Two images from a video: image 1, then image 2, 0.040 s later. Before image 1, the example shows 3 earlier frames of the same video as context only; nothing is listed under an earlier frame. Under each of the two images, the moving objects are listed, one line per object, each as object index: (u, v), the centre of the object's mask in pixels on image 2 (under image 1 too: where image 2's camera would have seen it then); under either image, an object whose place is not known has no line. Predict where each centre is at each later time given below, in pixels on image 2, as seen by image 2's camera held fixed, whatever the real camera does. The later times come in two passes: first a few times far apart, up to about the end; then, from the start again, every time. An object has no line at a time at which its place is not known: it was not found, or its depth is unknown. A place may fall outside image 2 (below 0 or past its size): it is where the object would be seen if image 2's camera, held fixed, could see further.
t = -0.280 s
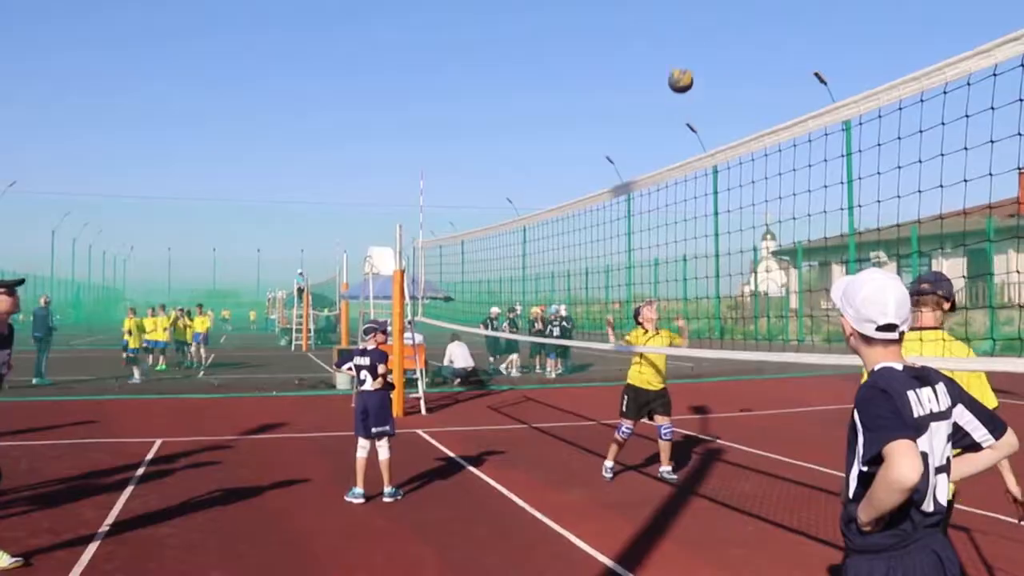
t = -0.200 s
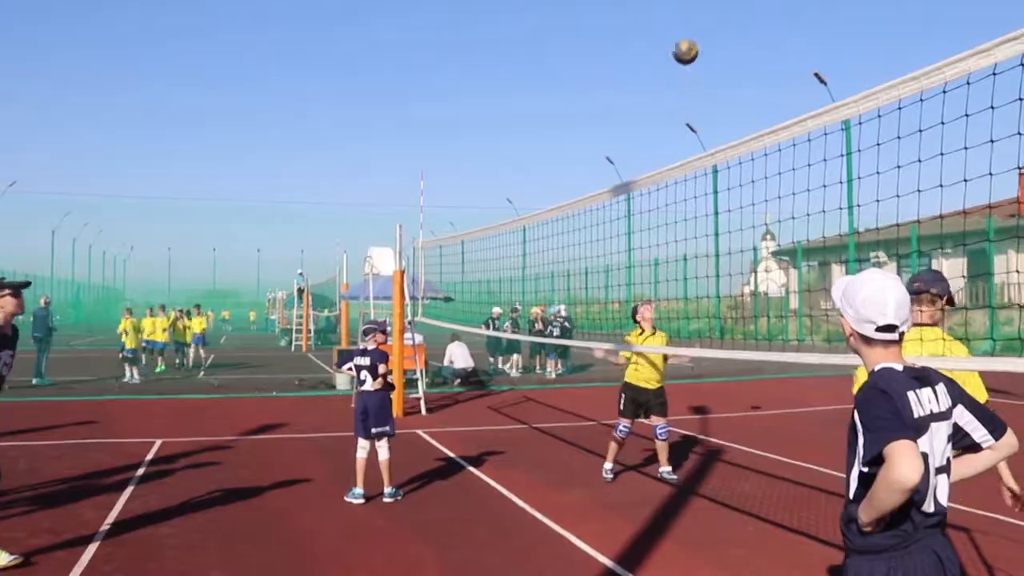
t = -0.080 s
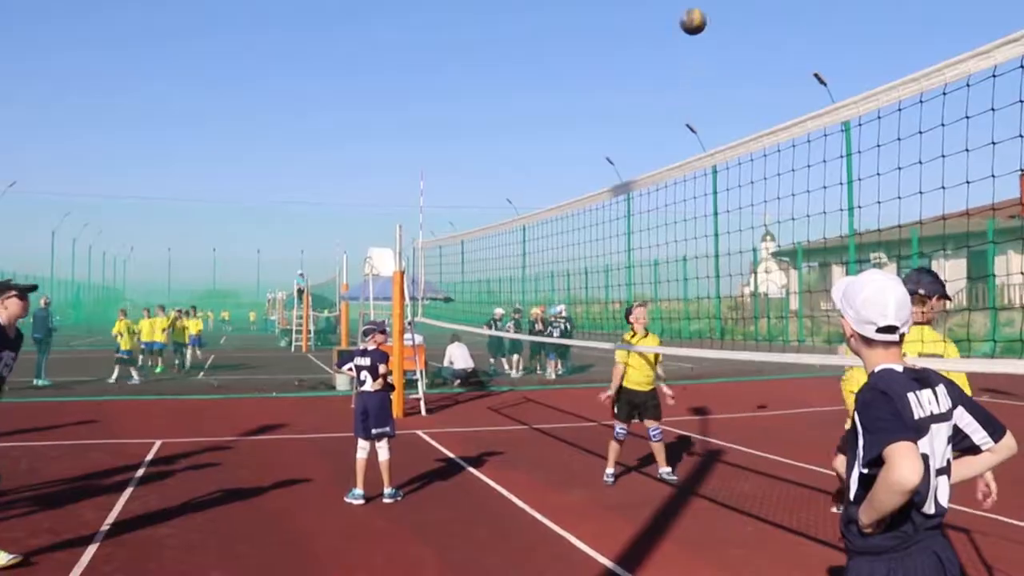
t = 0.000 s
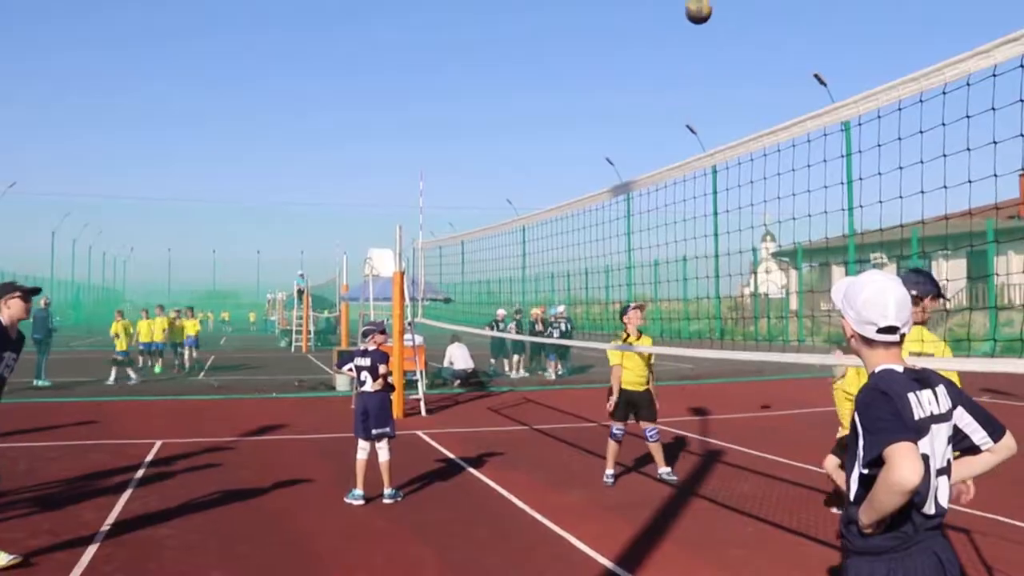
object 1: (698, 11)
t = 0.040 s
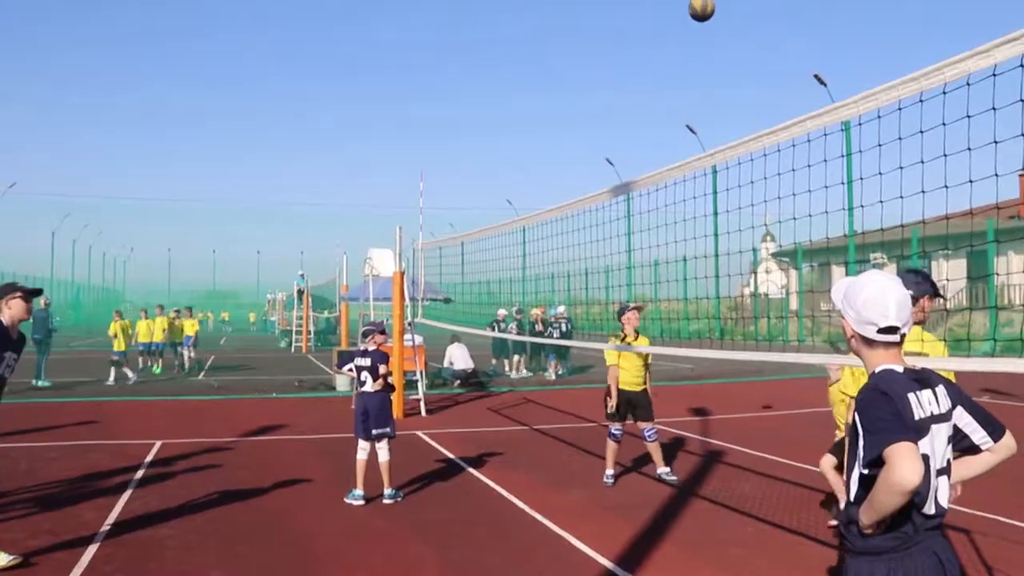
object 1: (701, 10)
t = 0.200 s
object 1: (713, 16)
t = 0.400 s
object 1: (732, 75)
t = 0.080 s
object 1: (704, 9)
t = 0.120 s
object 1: (707, 10)
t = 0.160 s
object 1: (711, 11)
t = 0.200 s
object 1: (713, 16)
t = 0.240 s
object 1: (717, 23)
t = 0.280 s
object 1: (721, 33)
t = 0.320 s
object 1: (724, 44)
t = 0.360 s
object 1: (728, 58)
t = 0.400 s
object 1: (732, 75)
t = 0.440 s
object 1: (735, 94)
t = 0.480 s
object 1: (740, 115)
